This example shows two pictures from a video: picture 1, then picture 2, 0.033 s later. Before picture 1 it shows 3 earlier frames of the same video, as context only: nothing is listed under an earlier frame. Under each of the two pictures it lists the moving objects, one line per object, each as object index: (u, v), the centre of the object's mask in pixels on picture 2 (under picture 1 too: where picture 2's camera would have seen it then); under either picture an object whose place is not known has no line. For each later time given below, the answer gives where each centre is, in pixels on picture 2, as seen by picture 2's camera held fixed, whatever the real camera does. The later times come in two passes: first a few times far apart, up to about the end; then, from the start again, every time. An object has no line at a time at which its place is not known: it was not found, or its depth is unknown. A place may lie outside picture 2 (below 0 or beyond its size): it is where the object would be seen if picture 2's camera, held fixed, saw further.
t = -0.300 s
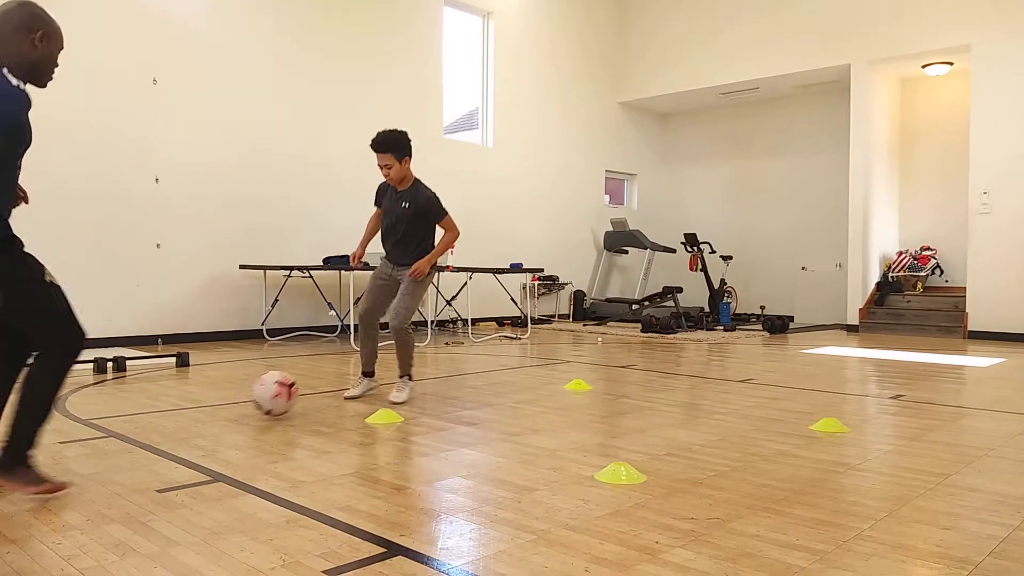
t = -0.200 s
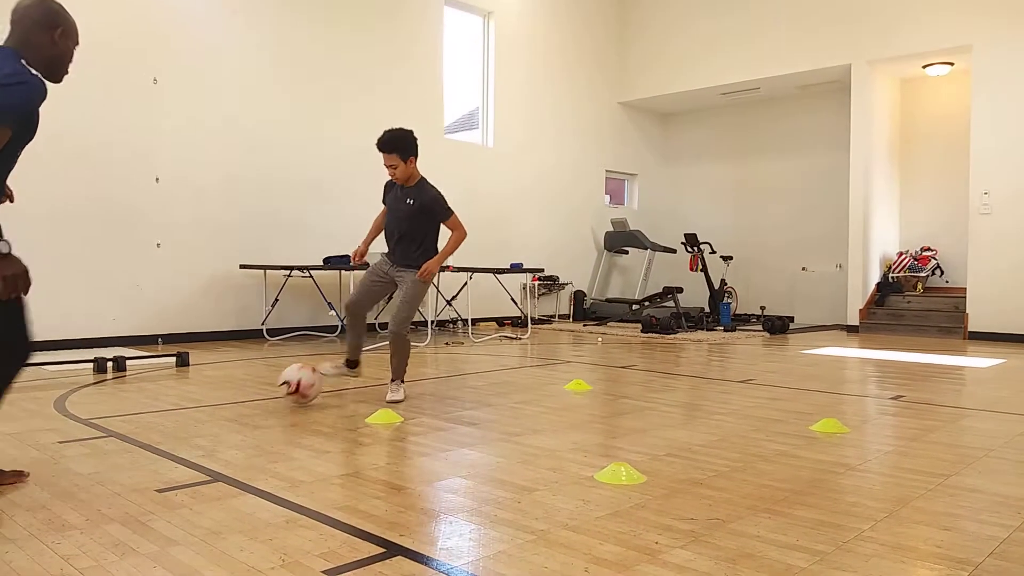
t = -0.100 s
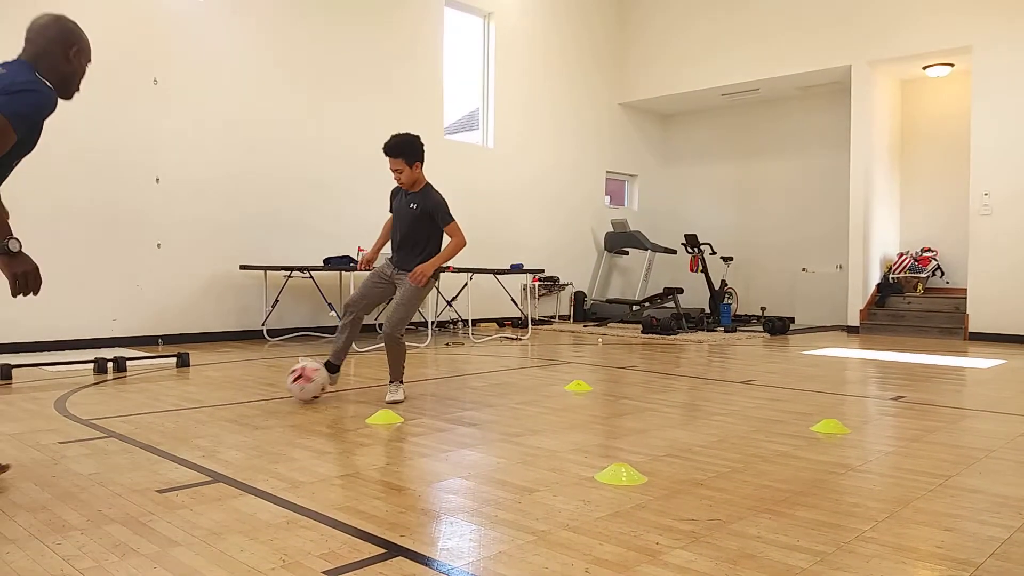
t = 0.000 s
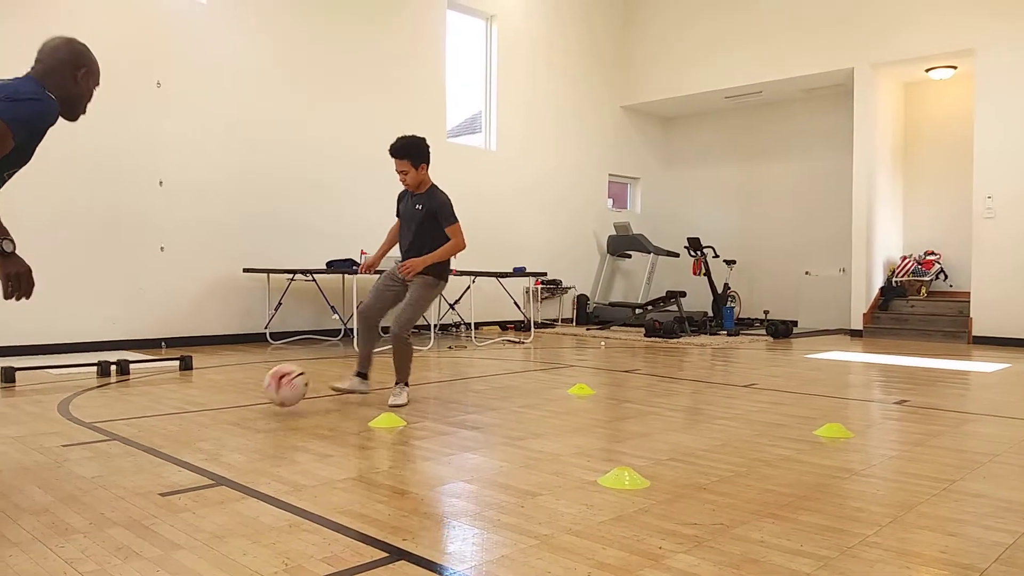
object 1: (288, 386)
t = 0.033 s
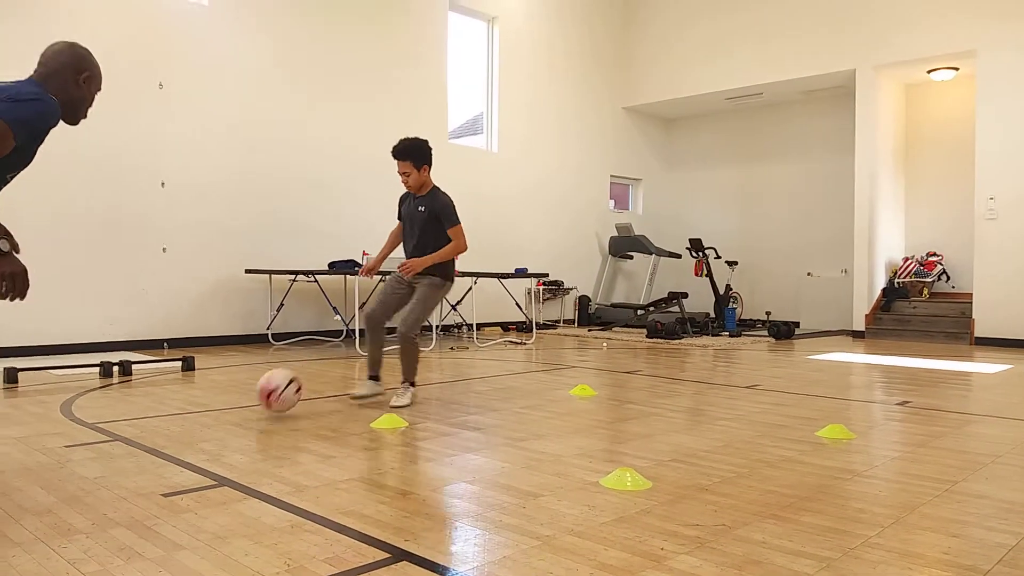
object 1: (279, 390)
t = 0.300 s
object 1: (201, 415)
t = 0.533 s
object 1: (108, 443)
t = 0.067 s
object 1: (269, 398)
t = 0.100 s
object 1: (260, 398)
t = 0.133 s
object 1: (252, 399)
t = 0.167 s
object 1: (242, 401)
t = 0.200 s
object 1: (232, 406)
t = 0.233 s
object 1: (222, 410)
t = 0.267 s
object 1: (212, 412)
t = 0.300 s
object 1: (201, 415)
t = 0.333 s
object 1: (189, 420)
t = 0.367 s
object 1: (177, 422)
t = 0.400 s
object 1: (164, 427)
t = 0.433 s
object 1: (151, 430)
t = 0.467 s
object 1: (137, 433)
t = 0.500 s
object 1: (123, 438)
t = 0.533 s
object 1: (108, 443)
